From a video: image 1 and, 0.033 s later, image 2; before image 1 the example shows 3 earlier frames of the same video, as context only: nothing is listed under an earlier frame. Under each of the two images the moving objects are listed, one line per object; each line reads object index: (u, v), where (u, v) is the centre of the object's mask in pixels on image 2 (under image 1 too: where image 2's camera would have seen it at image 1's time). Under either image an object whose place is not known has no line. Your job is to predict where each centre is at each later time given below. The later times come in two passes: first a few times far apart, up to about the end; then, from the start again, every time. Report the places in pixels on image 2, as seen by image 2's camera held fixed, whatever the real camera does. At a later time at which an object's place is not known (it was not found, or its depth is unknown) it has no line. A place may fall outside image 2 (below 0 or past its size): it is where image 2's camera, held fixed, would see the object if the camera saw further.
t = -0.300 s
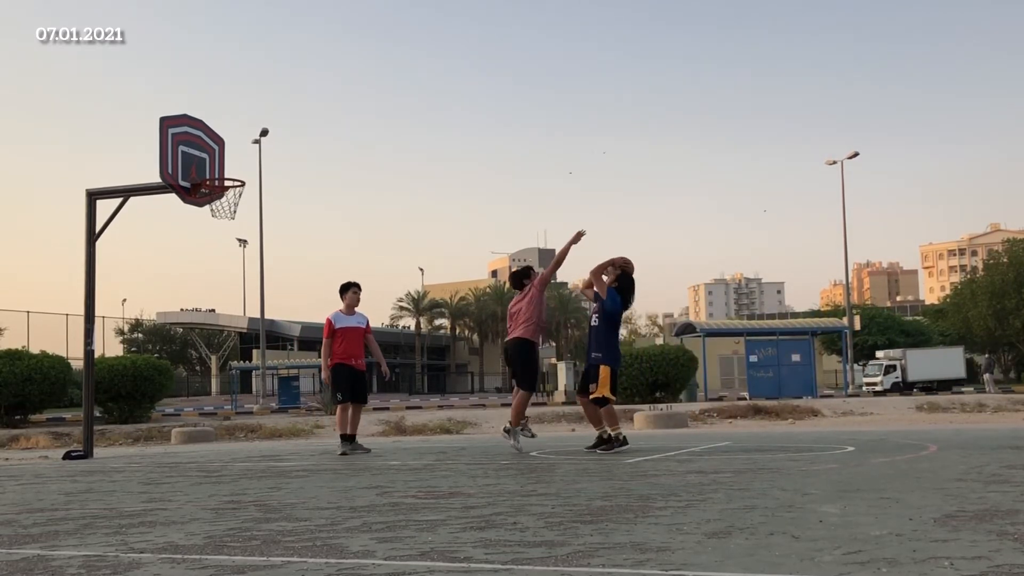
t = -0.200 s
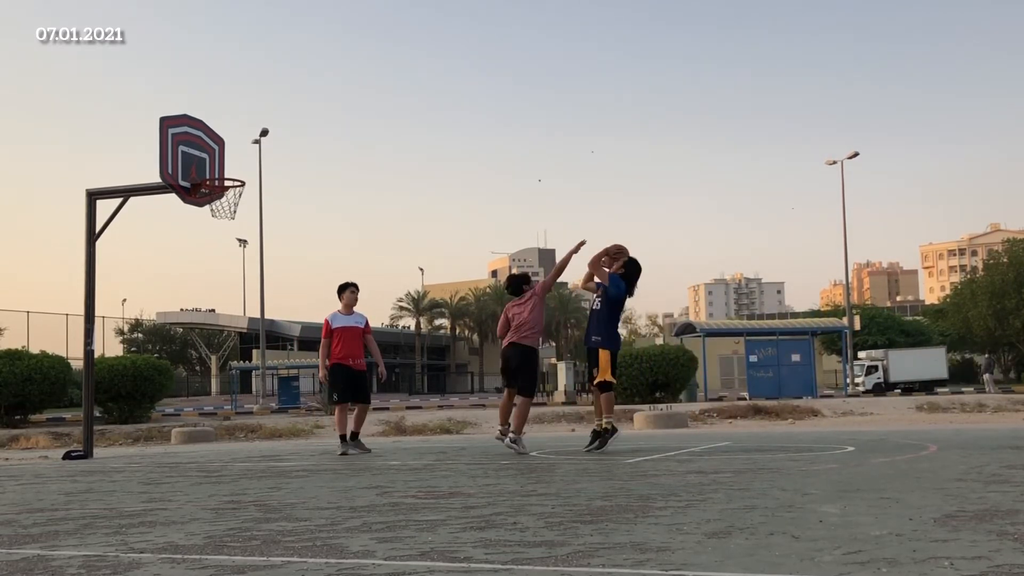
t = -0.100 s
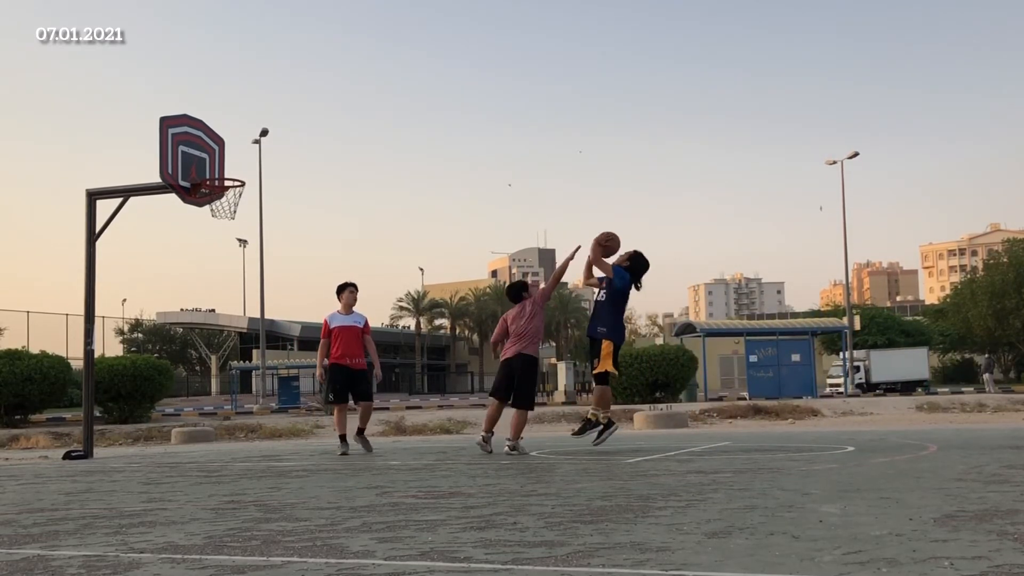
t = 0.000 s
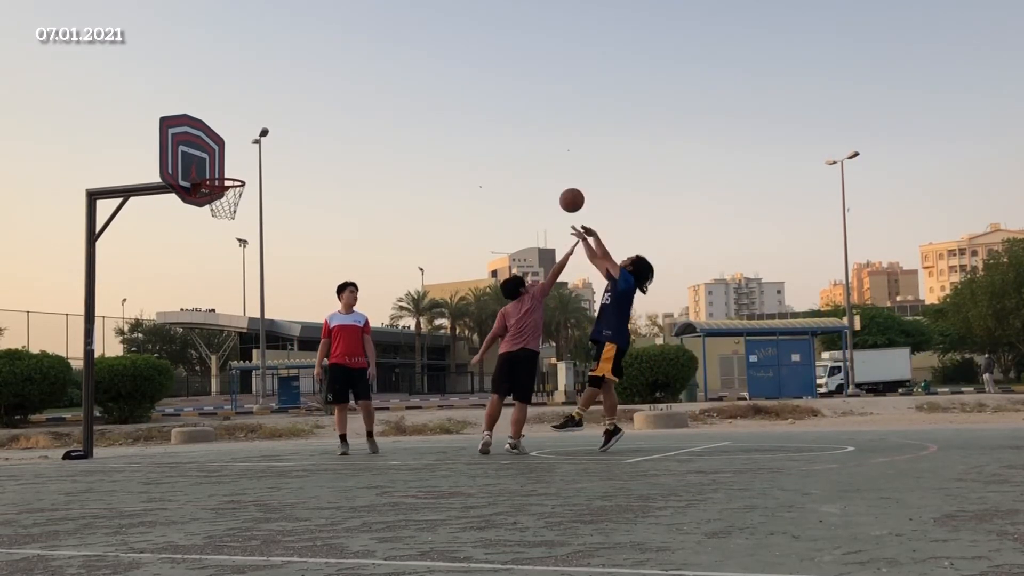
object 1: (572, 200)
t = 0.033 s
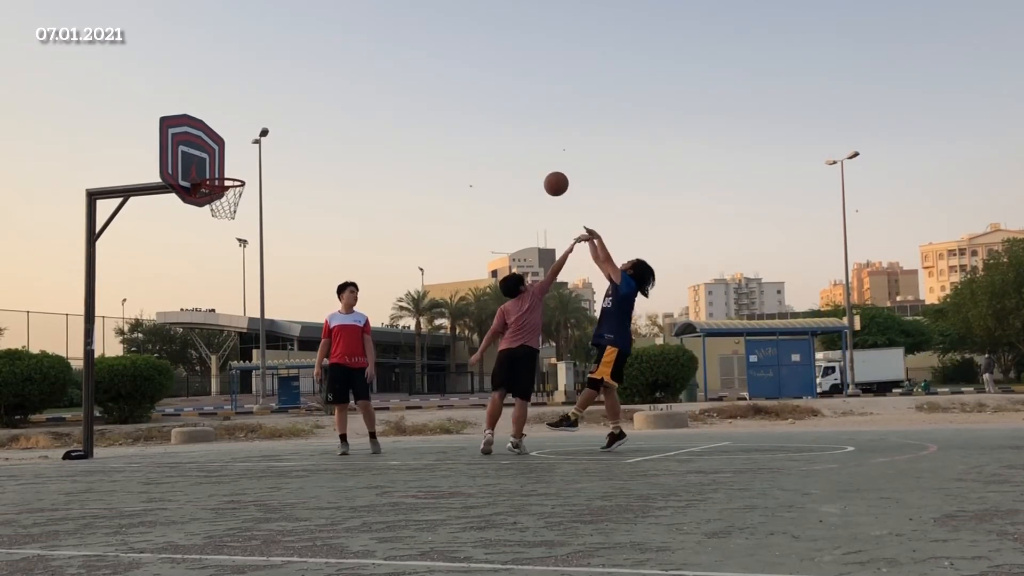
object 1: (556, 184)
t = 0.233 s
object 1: (468, 113)
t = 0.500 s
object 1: (363, 85)
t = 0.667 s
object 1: (304, 101)
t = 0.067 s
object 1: (541, 169)
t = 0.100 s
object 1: (526, 155)
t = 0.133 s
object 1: (511, 142)
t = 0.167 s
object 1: (496, 131)
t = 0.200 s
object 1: (482, 122)
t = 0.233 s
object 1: (468, 113)
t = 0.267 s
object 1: (454, 106)
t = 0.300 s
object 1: (440, 100)
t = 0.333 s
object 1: (427, 94)
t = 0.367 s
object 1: (414, 90)
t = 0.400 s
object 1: (401, 88)
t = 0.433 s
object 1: (388, 86)
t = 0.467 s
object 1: (375, 85)
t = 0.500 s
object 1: (363, 85)
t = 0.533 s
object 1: (351, 86)
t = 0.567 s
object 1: (339, 89)
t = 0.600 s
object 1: (327, 92)
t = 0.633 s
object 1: (315, 96)
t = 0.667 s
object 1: (304, 101)
